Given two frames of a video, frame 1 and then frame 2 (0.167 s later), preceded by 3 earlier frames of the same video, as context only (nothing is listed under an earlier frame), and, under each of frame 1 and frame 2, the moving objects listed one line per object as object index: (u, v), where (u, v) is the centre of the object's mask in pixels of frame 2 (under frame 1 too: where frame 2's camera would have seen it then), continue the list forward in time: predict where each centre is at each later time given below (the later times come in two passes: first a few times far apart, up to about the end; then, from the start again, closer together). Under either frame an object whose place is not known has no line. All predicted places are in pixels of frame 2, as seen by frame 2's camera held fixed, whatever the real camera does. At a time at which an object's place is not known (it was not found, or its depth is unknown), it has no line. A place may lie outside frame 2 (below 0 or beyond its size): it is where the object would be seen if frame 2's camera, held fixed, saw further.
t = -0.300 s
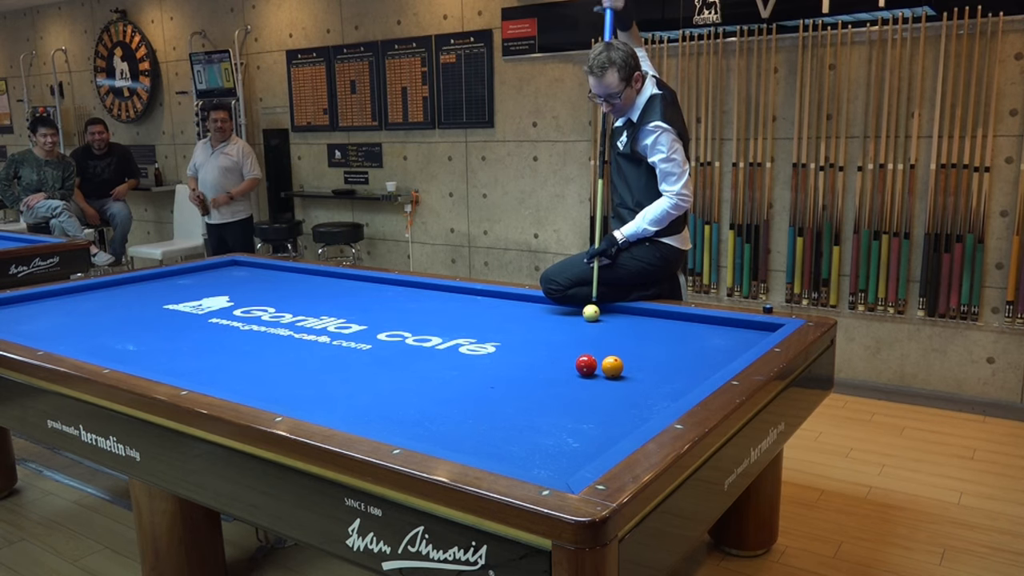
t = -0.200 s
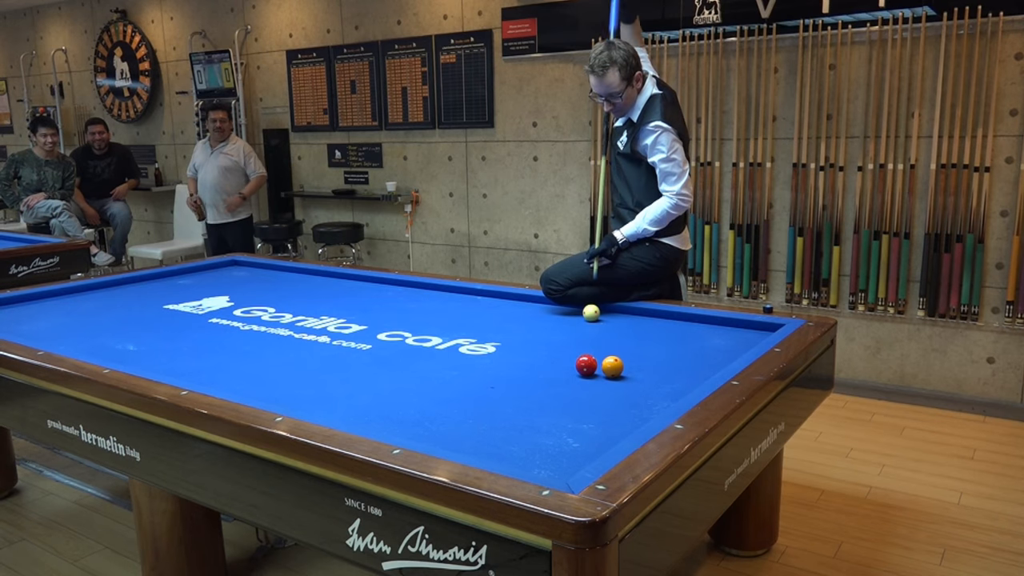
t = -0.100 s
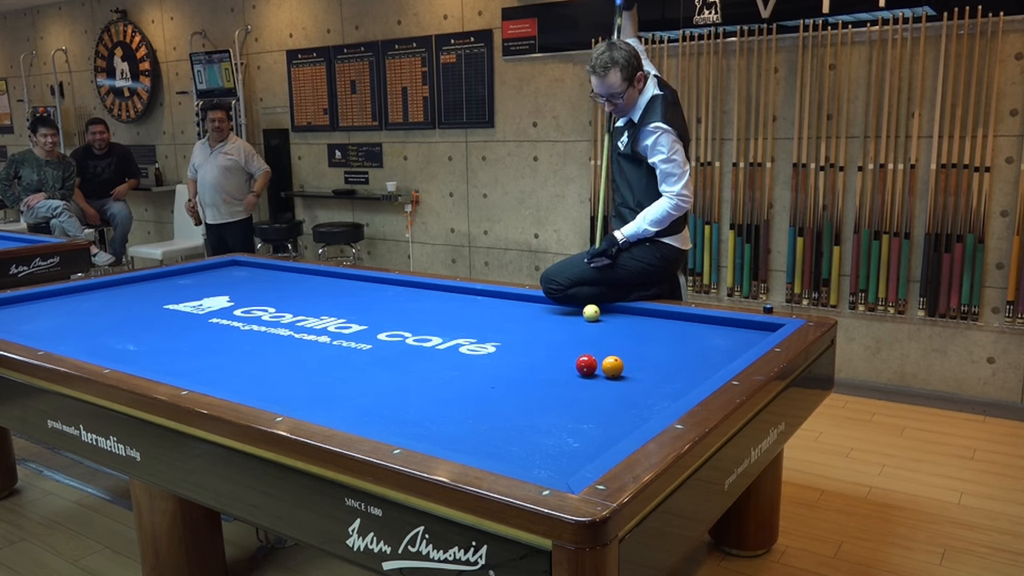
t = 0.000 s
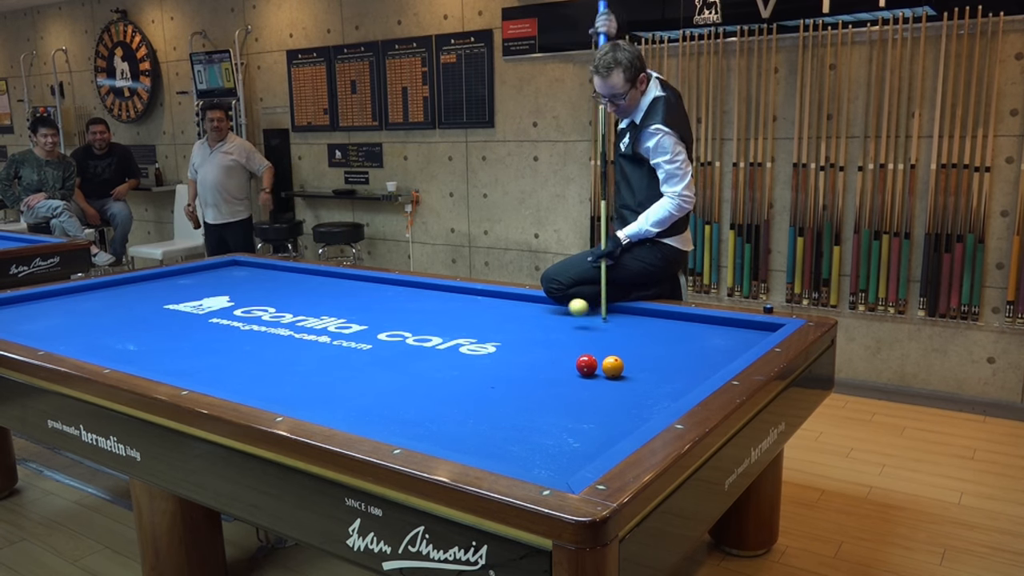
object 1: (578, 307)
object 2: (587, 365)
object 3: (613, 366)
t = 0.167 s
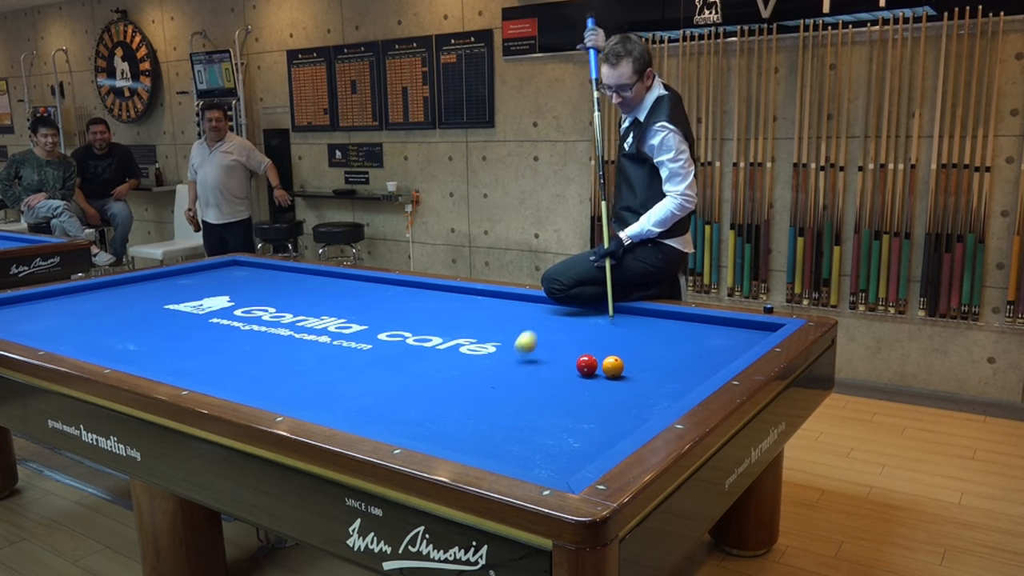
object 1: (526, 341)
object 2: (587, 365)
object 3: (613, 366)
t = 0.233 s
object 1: (502, 356)
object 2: (587, 365)
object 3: (613, 366)
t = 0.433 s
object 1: (413, 416)
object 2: (587, 365)
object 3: (613, 366)
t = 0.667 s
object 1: (569, 391)
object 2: (587, 365)
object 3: (613, 366)
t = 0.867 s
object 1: (712, 366)
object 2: (586, 365)
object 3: (613, 366)
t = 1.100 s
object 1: (713, 325)
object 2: (586, 365)
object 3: (613, 366)
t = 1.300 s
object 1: (650, 329)
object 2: (586, 365)
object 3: (613, 366)
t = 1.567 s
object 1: (550, 351)
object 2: (587, 365)
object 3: (613, 366)
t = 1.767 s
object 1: (486, 371)
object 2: (587, 365)
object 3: (613, 366)
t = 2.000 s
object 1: (429, 397)
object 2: (586, 365)
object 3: (613, 366)
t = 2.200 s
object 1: (398, 425)
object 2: (587, 365)
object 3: (613, 366)
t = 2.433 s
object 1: (464, 429)
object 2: (587, 365)
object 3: (613, 366)
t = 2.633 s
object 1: (538, 428)
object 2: (587, 365)
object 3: (613, 366)
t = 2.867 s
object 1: (622, 426)
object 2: (587, 365)
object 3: (613, 366)
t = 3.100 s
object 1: (620, 407)
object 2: (587, 365)
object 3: (613, 366)
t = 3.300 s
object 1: (612, 392)
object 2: (587, 365)
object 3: (613, 366)
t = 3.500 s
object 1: (604, 378)
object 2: (586, 365)
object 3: (614, 364)
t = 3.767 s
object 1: (588, 371)
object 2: (580, 358)
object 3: (623, 361)
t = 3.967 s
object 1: (577, 370)
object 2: (576, 354)
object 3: (633, 357)
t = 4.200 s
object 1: (565, 369)
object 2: (570, 351)
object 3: (643, 352)
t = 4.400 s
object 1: (554, 368)
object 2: (565, 349)
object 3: (651, 349)
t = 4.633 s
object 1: (543, 367)
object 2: (559, 346)
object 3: (660, 345)
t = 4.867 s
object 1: (533, 367)
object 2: (554, 342)
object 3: (668, 341)
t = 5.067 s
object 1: (525, 366)
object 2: (550, 339)
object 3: (674, 338)
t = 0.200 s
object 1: (513, 355)
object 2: (587, 365)
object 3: (613, 366)
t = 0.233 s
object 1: (502, 356)
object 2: (587, 365)
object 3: (613, 366)
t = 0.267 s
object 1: (489, 361)
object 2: (587, 365)
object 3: (613, 366)
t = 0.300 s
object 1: (475, 370)
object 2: (586, 365)
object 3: (613, 366)
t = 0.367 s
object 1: (445, 400)
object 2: (586, 365)
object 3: (613, 366)
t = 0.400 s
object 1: (430, 406)
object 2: (587, 365)
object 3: (613, 366)
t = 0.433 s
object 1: (413, 416)
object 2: (587, 365)
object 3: (613, 366)
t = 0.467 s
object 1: (401, 428)
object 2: (587, 365)
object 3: (613, 366)
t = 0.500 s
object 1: (431, 419)
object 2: (587, 365)
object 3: (613, 366)
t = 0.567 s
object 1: (488, 402)
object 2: (587, 365)
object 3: (613, 366)
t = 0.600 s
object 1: (516, 401)
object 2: (587, 365)
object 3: (613, 366)
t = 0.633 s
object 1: (543, 399)
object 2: (587, 365)
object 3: (613, 366)
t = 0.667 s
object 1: (569, 391)
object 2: (587, 365)
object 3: (613, 366)
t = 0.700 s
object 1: (594, 387)
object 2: (587, 365)
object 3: (613, 366)
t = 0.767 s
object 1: (643, 378)
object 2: (586, 365)
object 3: (613, 366)
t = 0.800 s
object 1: (667, 375)
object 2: (586, 365)
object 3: (613, 366)
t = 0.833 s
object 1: (691, 371)
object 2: (586, 365)
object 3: (613, 366)
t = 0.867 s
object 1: (712, 366)
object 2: (586, 365)
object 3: (613, 366)
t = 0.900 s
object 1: (717, 361)
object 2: (586, 365)
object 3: (613, 366)
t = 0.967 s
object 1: (714, 347)
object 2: (586, 365)
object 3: (613, 366)
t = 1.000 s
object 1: (713, 341)
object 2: (586, 365)
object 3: (613, 366)
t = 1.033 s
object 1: (712, 336)
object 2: (586, 365)
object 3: (613, 366)
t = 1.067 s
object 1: (712, 330)
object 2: (586, 365)
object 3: (613, 366)
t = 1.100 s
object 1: (713, 325)
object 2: (586, 365)
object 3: (613, 366)
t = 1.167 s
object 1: (706, 320)
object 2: (586, 365)
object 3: (613, 366)
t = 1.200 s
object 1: (692, 322)
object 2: (586, 365)
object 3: (613, 366)
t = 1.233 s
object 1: (678, 324)
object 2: (586, 365)
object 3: (613, 366)
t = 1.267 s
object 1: (664, 327)
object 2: (587, 365)
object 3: (613, 366)
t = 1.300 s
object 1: (650, 329)
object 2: (586, 365)
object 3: (613, 366)
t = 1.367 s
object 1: (623, 334)
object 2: (586, 365)
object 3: (613, 366)
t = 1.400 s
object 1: (610, 337)
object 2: (586, 365)
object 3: (613, 366)
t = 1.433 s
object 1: (598, 340)
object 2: (586, 365)
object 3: (613, 366)
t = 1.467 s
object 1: (585, 342)
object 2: (587, 365)
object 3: (613, 366)
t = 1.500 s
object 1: (573, 345)
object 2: (586, 365)
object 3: (613, 366)
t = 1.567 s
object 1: (550, 351)
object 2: (587, 365)
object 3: (613, 366)
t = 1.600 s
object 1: (539, 354)
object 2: (587, 365)
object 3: (613, 366)
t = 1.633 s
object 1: (528, 357)
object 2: (587, 365)
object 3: (613, 366)
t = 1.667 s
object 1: (517, 360)
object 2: (587, 365)
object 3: (613, 366)
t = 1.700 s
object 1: (506, 364)
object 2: (586, 365)
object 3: (613, 366)
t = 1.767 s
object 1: (486, 371)
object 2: (587, 365)
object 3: (613, 366)
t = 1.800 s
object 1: (477, 374)
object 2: (587, 365)
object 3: (613, 366)
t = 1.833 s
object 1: (468, 378)
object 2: (587, 365)
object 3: (613, 366)
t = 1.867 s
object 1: (459, 381)
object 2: (587, 365)
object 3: (613, 366)
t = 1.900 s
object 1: (451, 385)
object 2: (586, 365)
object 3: (613, 366)
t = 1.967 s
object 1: (436, 393)
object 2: (587, 365)
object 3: (613, 366)
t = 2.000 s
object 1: (429, 397)
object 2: (586, 365)
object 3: (613, 366)
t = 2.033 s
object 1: (422, 402)
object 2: (587, 365)
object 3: (613, 366)
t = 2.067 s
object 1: (416, 406)
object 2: (587, 365)
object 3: (613, 366)
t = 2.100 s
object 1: (411, 411)
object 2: (587, 365)
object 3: (613, 366)
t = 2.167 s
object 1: (402, 421)
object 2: (587, 365)
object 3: (613, 366)
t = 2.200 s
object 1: (398, 425)
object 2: (587, 365)
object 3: (613, 366)
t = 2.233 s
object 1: (396, 427)
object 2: (587, 365)
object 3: (613, 366)
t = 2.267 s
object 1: (401, 429)
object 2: (587, 365)
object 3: (613, 366)
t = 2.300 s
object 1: (414, 430)
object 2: (587, 365)
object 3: (613, 366)
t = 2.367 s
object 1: (440, 430)
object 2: (587, 365)
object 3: (613, 366)
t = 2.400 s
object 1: (452, 430)
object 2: (587, 365)
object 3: (613, 366)
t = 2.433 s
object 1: (464, 429)
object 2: (587, 365)
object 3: (613, 366)
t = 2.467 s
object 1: (477, 429)
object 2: (587, 365)
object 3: (613, 366)
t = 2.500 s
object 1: (489, 429)
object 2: (587, 365)
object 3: (613, 366)
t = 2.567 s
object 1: (514, 429)
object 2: (587, 365)
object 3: (613, 366)
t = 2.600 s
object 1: (526, 428)
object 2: (587, 365)
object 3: (613, 366)
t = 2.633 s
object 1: (538, 428)
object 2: (587, 365)
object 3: (613, 366)
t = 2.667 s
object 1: (550, 428)
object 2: (587, 365)
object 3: (613, 366)
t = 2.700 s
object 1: (562, 427)
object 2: (587, 365)
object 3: (613, 366)
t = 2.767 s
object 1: (587, 427)
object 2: (587, 365)
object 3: (613, 366)
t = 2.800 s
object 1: (599, 427)
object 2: (587, 365)
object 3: (613, 366)
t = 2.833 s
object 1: (611, 427)
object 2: (587, 365)
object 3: (613, 366)
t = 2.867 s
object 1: (622, 426)
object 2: (587, 365)
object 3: (613, 366)
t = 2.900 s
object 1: (631, 423)
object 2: (587, 365)
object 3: (613, 366)
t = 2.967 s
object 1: (627, 419)
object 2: (587, 365)
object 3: (613, 366)
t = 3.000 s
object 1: (625, 416)
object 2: (587, 365)
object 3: (613, 366)
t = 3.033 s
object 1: (623, 413)
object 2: (587, 365)
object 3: (613, 366)
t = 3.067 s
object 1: (621, 410)
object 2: (587, 365)
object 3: (613, 366)
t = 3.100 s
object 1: (620, 407)
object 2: (587, 365)
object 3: (613, 366)
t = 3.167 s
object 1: (617, 401)
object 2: (587, 365)
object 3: (613, 366)
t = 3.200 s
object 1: (616, 399)
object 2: (587, 365)
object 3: (613, 366)
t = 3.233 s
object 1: (614, 396)
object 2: (587, 365)
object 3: (613, 366)
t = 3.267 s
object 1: (613, 394)
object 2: (587, 365)
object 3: (613, 366)
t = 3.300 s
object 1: (612, 392)
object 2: (587, 365)
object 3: (613, 366)
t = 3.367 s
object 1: (609, 387)
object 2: (586, 365)
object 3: (613, 366)
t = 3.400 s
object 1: (608, 384)
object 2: (587, 365)
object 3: (613, 365)
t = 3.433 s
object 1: (607, 382)
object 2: (587, 365)
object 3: (613, 364)
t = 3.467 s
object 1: (606, 380)
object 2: (587, 365)
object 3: (614, 364)
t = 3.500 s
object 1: (604, 378)
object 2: (586, 365)
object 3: (614, 364)
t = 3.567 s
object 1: (602, 374)
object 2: (585, 364)
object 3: (615, 365)
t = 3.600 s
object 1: (599, 372)
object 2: (584, 364)
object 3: (616, 365)
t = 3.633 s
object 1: (596, 371)
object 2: (583, 363)
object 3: (616, 365)
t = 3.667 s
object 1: (594, 371)
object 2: (582, 362)
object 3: (618, 364)
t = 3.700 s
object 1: (592, 371)
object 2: (581, 360)
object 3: (620, 363)
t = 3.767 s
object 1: (588, 371)
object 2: (580, 358)
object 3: (623, 361)
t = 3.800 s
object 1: (586, 371)
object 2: (579, 357)
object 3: (625, 361)
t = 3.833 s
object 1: (584, 370)
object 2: (578, 356)
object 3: (627, 360)
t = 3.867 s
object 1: (583, 370)
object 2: (578, 356)
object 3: (628, 359)
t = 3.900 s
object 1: (581, 370)
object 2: (577, 355)
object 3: (630, 358)
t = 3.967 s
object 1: (577, 370)
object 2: (576, 354)
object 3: (633, 357)
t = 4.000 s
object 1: (575, 370)
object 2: (575, 354)
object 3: (635, 356)
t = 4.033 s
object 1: (573, 370)
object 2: (574, 353)
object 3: (636, 356)
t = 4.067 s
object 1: (571, 369)
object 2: (573, 353)
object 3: (638, 355)
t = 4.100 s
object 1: (570, 369)
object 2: (573, 352)
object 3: (639, 354)
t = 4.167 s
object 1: (566, 369)
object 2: (571, 352)
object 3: (642, 353)
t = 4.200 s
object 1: (565, 369)
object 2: (570, 351)
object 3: (643, 352)
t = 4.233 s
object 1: (563, 369)
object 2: (569, 351)
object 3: (645, 352)
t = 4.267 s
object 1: (561, 369)
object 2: (568, 351)
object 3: (646, 351)
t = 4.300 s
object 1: (559, 369)
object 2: (567, 350)
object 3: (647, 350)
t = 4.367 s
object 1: (556, 368)
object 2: (565, 350)
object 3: (650, 349)
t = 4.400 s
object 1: (554, 368)
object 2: (565, 349)
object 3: (651, 349)
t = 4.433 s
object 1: (553, 368)
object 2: (564, 349)
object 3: (653, 348)
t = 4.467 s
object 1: (551, 368)
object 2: (563, 348)
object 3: (654, 347)
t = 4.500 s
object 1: (549, 368)
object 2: (562, 347)
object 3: (655, 347)
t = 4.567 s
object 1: (546, 368)
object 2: (561, 346)
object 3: (658, 346)
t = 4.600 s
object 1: (545, 367)
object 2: (560, 346)
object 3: (659, 345)
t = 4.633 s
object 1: (543, 367)
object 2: (559, 346)
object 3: (660, 345)
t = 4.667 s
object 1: (542, 367)
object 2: (558, 345)
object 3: (661, 344)
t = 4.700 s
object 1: (540, 367)
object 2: (557, 344)
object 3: (663, 343)
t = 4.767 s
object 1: (537, 367)
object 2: (556, 343)
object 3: (665, 342)
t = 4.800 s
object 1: (536, 367)
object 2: (555, 343)
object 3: (666, 342)
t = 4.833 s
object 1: (534, 367)
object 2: (555, 342)
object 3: (667, 341)
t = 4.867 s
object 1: (533, 367)
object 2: (554, 342)
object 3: (668, 341)
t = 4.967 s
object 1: (529, 366)
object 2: (552, 340)
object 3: (672, 339)
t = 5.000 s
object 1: (528, 366)
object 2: (551, 340)
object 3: (673, 339)
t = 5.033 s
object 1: (526, 366)
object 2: (551, 340)
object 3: (674, 338)
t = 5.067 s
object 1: (525, 366)
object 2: (550, 339)
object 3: (674, 338)
